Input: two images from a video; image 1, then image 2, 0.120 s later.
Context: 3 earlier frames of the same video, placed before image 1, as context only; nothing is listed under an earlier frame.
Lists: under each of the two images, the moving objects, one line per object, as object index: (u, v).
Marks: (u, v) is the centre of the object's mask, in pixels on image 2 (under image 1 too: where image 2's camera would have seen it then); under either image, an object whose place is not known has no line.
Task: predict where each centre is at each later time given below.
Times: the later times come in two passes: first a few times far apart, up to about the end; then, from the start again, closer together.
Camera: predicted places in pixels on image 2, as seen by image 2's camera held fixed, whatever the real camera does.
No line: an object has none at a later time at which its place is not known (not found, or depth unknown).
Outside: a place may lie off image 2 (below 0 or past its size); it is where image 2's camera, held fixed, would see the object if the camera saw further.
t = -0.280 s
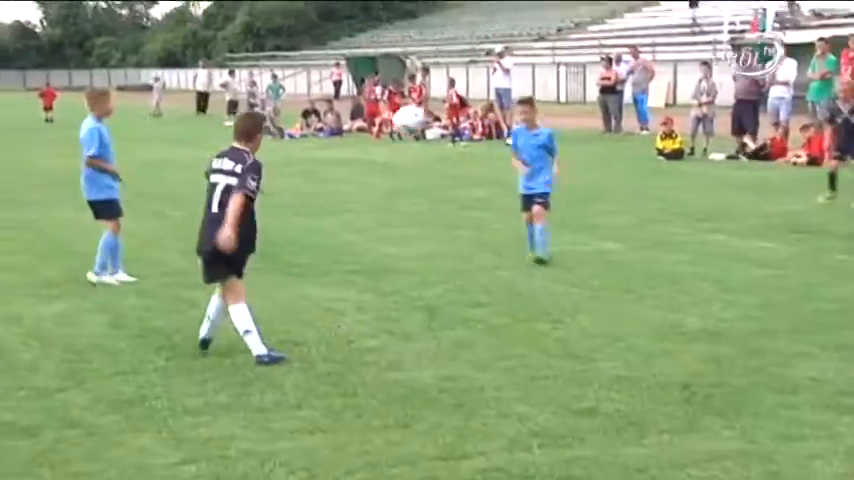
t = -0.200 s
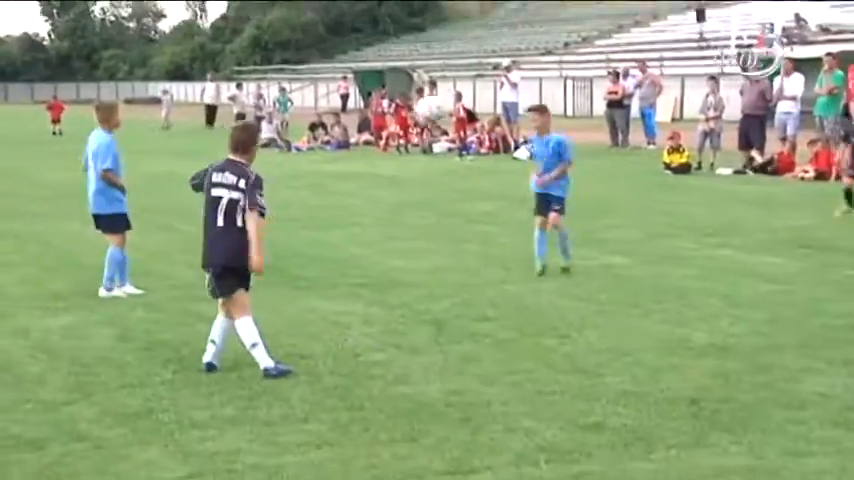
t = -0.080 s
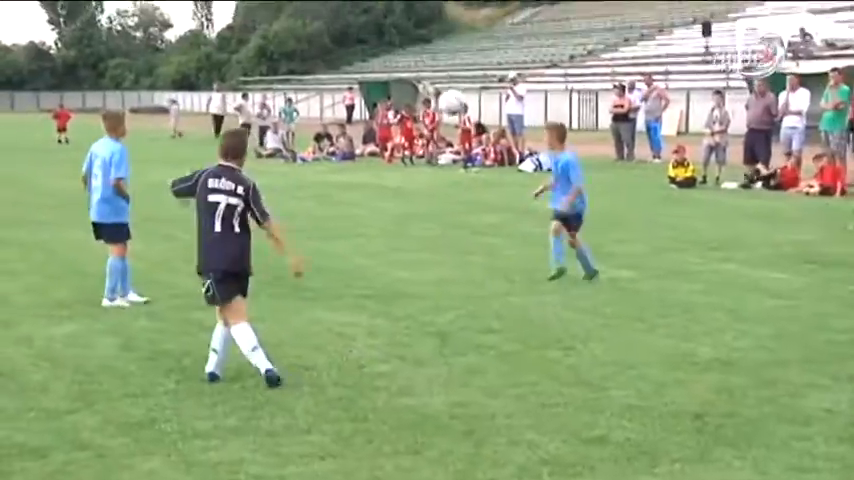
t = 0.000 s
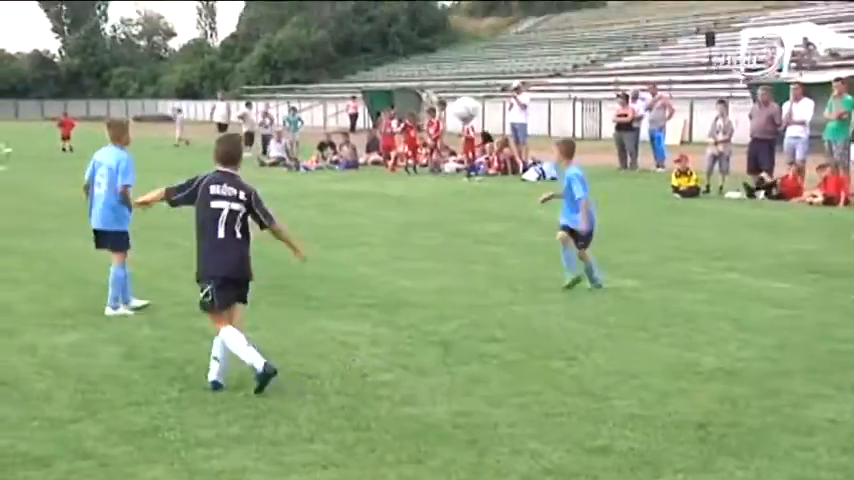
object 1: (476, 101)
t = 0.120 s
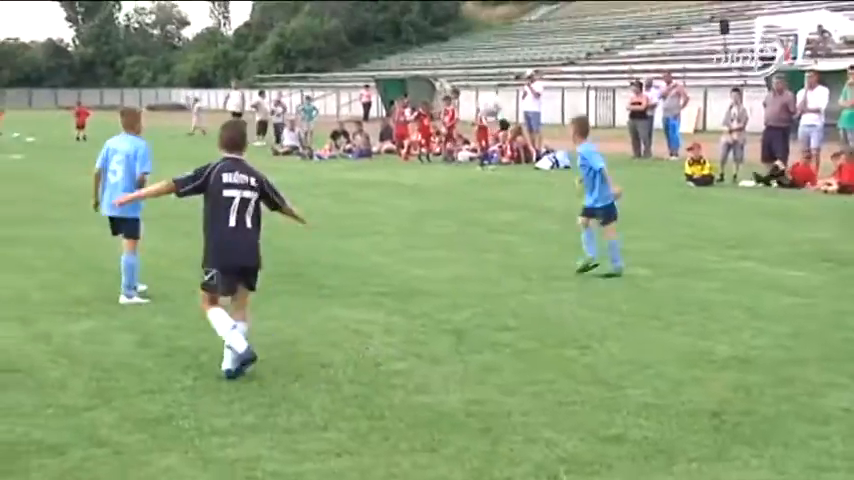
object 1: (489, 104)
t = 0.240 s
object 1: (504, 126)
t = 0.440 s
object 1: (518, 181)
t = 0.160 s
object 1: (494, 112)
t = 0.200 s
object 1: (501, 118)
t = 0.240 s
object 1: (504, 126)
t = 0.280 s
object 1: (508, 136)
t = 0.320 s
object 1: (510, 144)
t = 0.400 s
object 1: (515, 171)
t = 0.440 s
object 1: (518, 181)
